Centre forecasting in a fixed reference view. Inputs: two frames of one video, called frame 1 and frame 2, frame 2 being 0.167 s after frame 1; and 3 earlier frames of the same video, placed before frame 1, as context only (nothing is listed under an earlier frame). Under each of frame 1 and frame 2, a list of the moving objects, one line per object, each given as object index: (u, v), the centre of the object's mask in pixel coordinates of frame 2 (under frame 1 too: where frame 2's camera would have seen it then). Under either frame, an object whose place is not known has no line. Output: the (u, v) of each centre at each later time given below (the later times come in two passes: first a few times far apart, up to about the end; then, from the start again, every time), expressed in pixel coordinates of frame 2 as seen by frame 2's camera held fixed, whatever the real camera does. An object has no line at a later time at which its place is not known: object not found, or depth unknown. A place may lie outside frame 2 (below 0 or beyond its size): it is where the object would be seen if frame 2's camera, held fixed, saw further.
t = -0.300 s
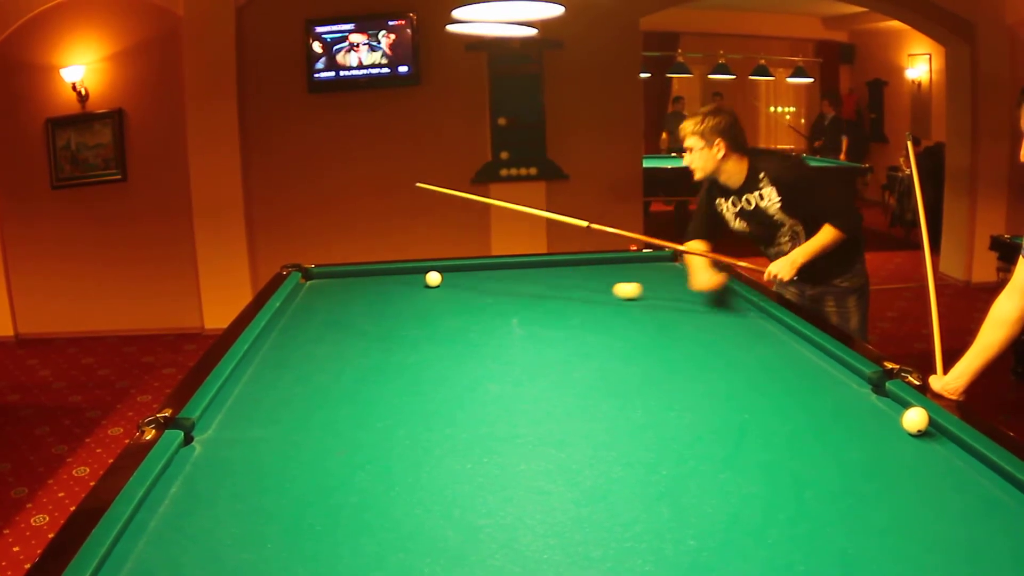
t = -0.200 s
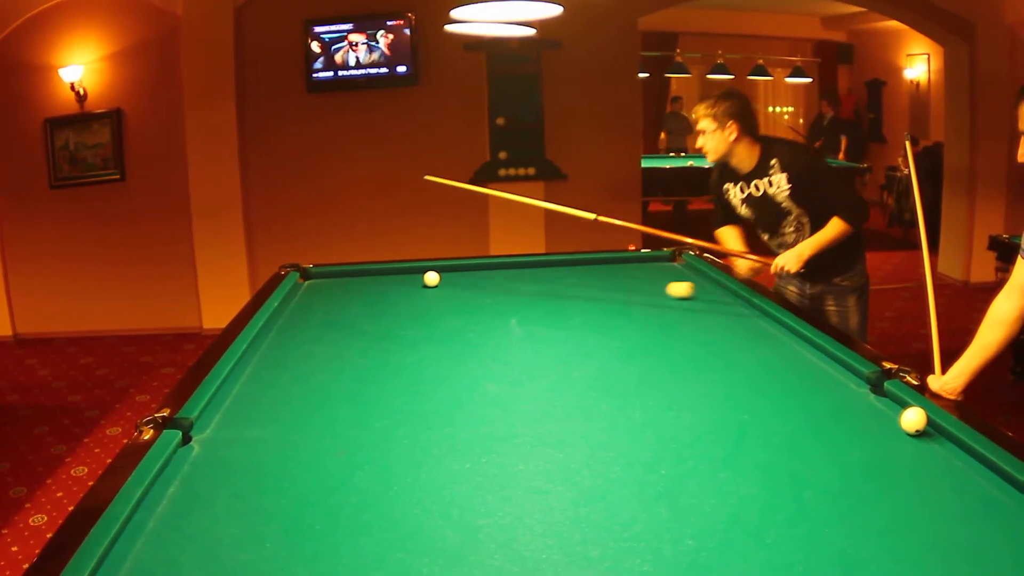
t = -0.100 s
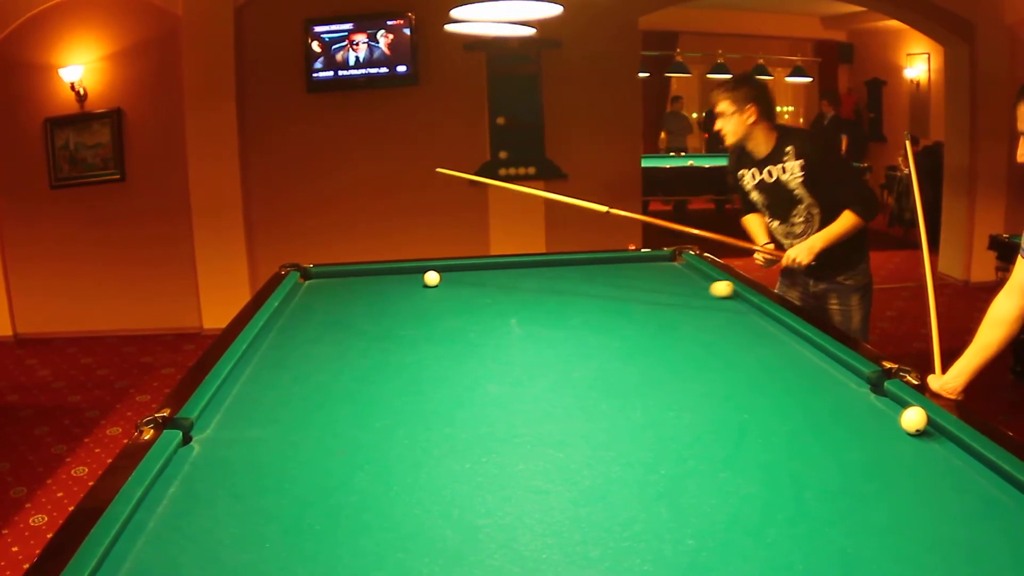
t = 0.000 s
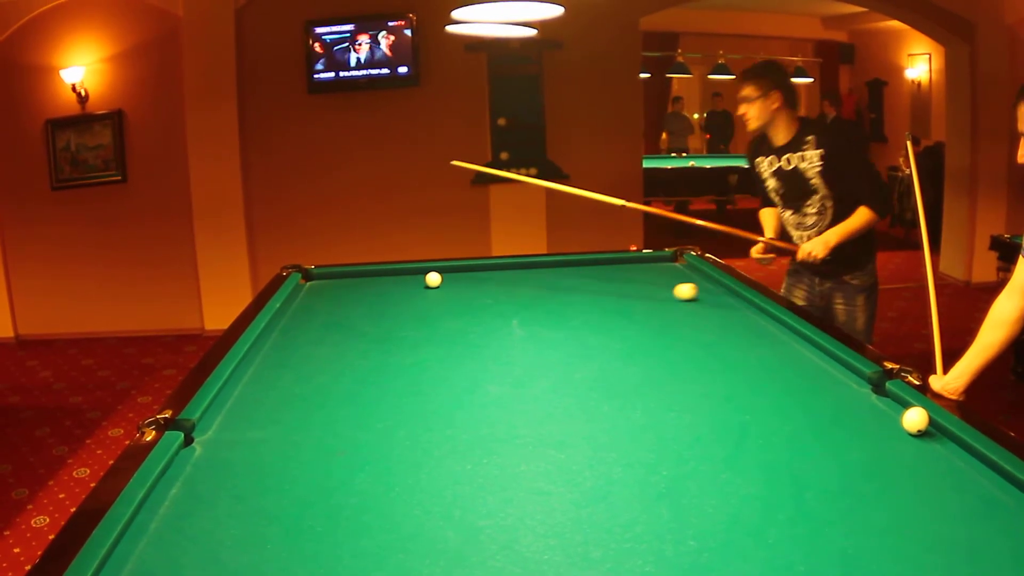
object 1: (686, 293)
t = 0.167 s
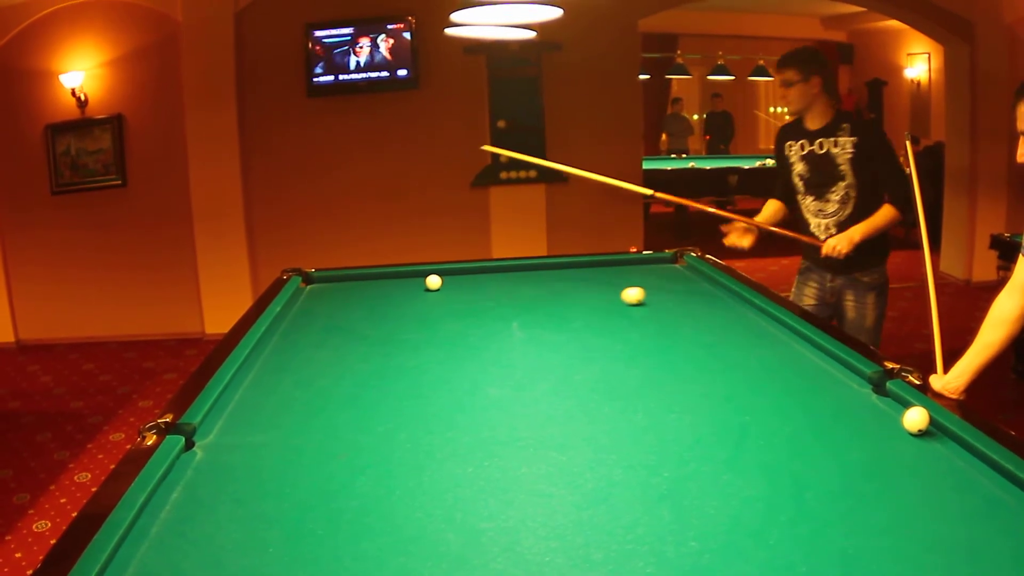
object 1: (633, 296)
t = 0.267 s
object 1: (604, 297)
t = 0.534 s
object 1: (525, 301)
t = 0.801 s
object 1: (447, 305)
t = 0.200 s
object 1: (623, 296)
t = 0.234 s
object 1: (614, 297)
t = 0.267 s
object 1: (604, 297)
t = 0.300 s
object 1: (594, 298)
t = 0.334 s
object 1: (584, 299)
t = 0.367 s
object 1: (574, 299)
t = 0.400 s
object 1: (565, 299)
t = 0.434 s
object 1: (555, 300)
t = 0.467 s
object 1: (545, 300)
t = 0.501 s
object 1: (535, 301)
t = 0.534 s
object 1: (525, 301)
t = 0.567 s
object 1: (515, 302)
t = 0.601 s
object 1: (505, 302)
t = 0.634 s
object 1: (496, 303)
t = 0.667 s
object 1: (486, 303)
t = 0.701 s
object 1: (476, 304)
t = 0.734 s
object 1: (466, 304)
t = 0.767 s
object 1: (456, 304)
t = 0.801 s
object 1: (447, 305)
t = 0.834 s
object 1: (437, 305)
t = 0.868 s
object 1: (427, 306)
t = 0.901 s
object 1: (417, 307)
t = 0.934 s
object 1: (408, 307)
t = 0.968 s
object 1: (399, 307)
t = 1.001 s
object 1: (389, 308)
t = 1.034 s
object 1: (380, 308)
